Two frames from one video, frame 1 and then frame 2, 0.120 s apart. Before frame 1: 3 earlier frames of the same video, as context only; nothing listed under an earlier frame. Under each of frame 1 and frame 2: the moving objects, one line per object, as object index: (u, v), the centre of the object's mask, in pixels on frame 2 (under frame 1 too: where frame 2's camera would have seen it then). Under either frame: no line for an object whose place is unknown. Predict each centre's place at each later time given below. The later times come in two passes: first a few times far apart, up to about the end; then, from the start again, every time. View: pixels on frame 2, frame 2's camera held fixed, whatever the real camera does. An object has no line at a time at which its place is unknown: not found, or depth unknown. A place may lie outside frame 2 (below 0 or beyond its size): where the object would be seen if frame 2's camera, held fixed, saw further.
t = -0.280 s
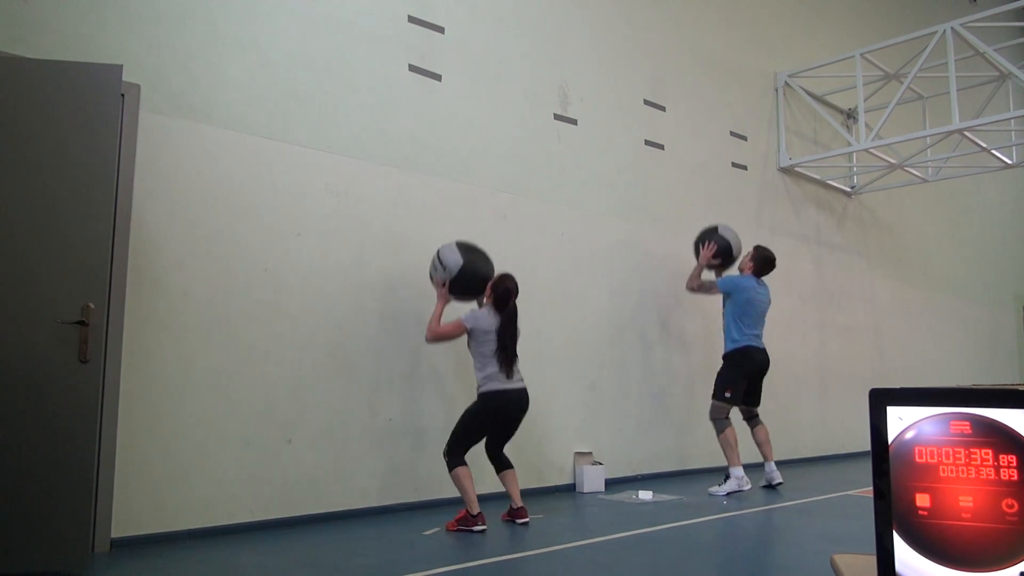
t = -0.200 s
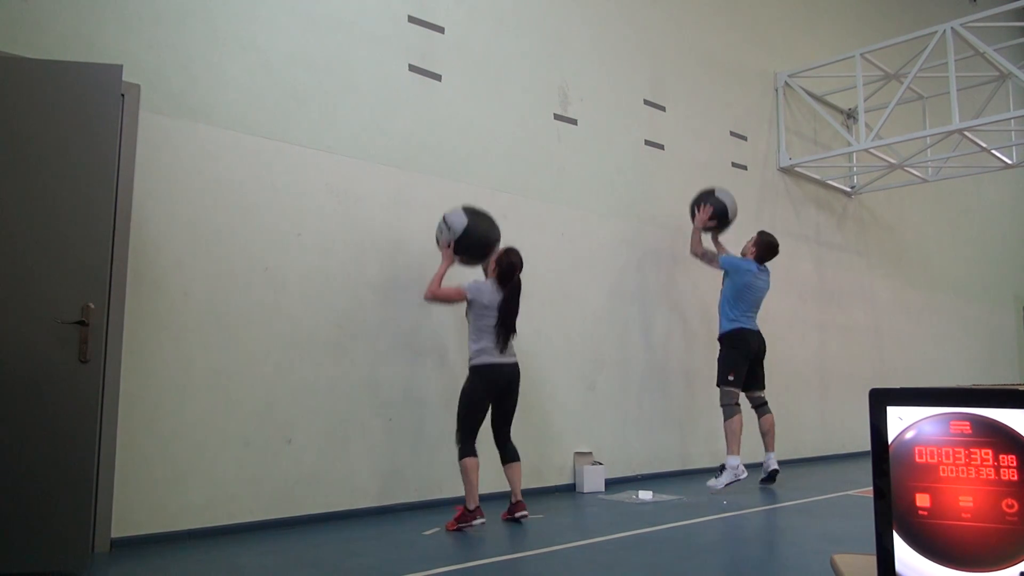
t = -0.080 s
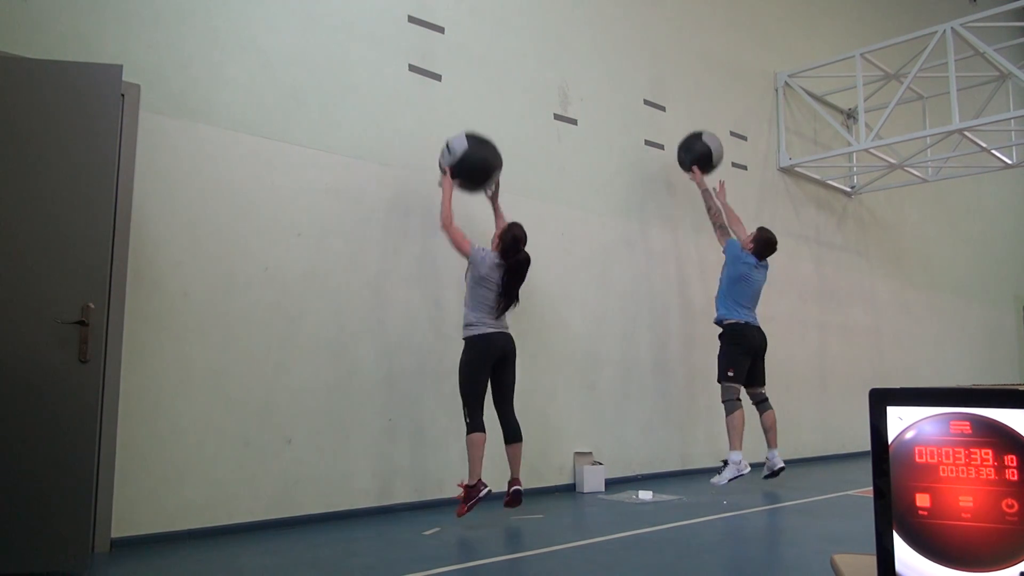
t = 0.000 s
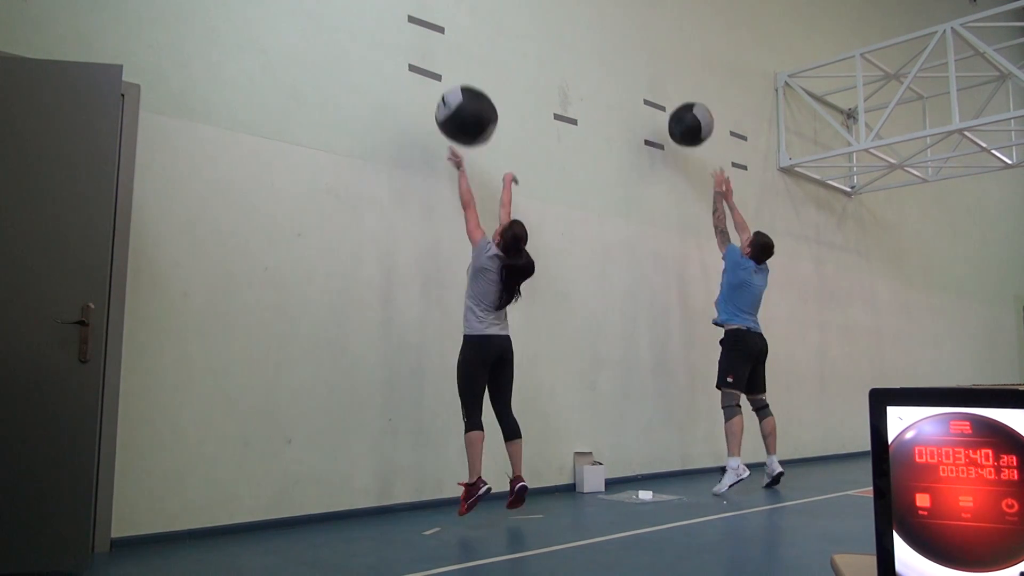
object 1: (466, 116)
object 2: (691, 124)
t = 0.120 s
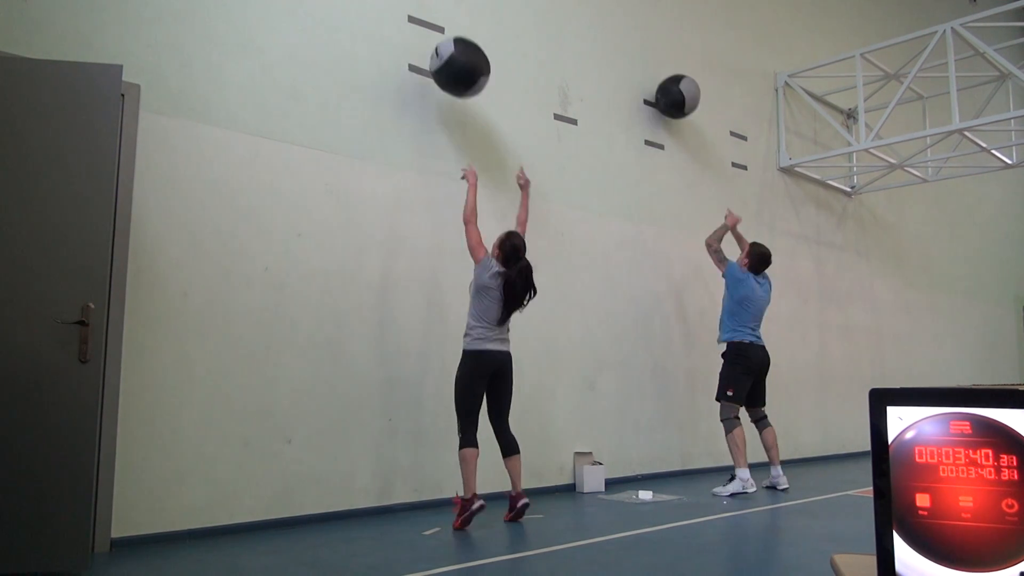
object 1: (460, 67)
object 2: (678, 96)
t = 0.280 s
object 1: (451, 39)
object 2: (675, 85)
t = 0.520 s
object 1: (451, 58)
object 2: (687, 119)
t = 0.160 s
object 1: (458, 56)
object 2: (673, 91)
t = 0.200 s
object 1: (455, 48)
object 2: (672, 88)
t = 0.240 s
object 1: (453, 42)
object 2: (673, 86)
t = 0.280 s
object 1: (451, 39)
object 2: (675, 85)
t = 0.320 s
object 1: (448, 38)
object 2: (677, 86)
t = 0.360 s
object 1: (446, 39)
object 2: (679, 88)
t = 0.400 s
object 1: (445, 42)
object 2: (681, 93)
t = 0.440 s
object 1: (447, 45)
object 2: (683, 100)
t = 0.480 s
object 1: (449, 50)
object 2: (685, 109)
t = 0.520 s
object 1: (451, 58)
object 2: (687, 119)
